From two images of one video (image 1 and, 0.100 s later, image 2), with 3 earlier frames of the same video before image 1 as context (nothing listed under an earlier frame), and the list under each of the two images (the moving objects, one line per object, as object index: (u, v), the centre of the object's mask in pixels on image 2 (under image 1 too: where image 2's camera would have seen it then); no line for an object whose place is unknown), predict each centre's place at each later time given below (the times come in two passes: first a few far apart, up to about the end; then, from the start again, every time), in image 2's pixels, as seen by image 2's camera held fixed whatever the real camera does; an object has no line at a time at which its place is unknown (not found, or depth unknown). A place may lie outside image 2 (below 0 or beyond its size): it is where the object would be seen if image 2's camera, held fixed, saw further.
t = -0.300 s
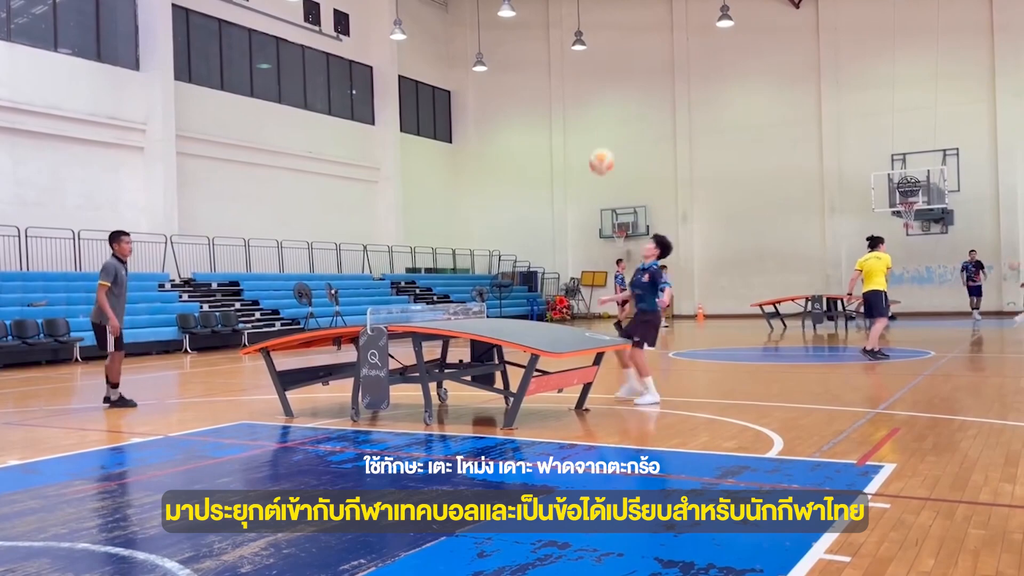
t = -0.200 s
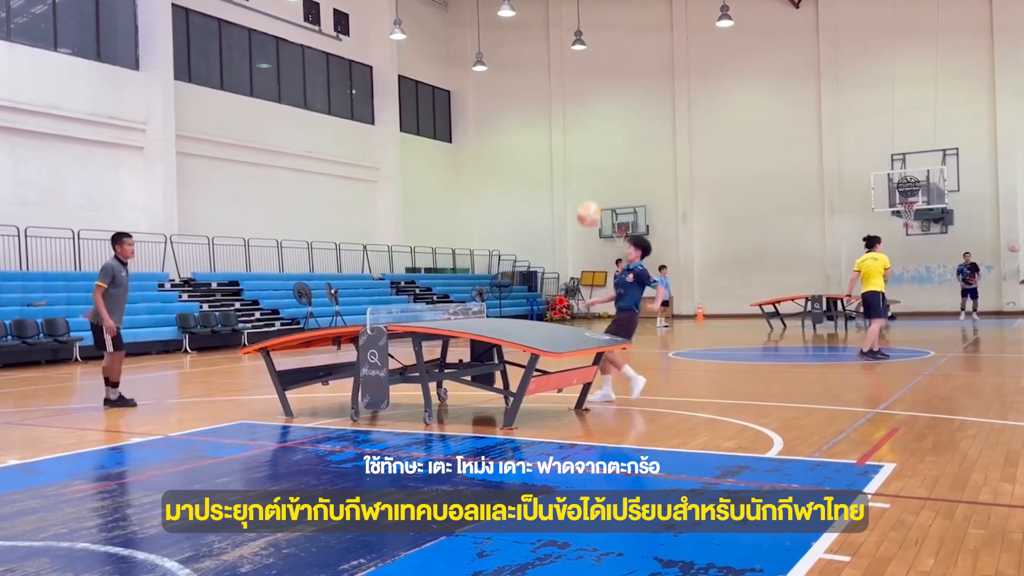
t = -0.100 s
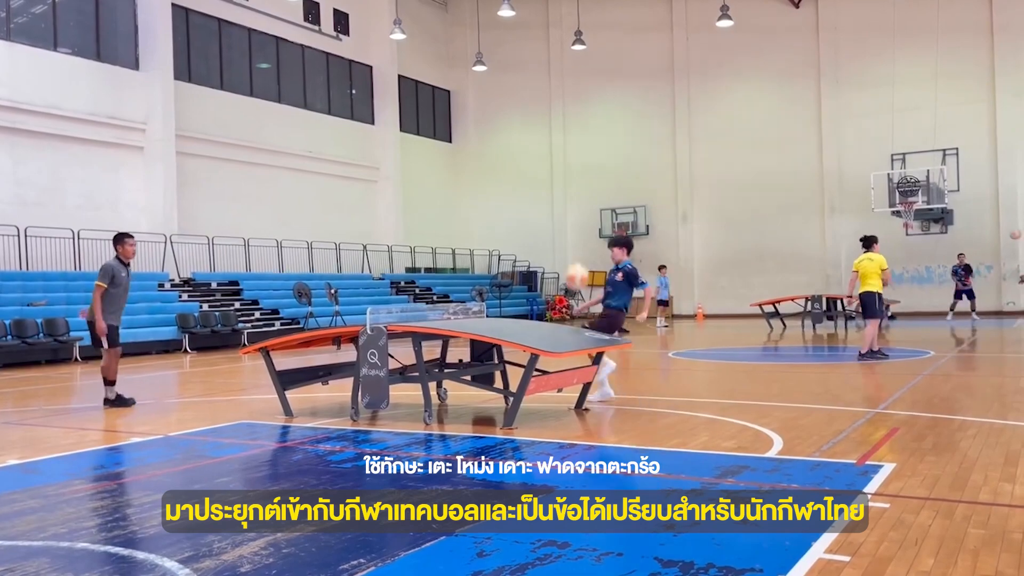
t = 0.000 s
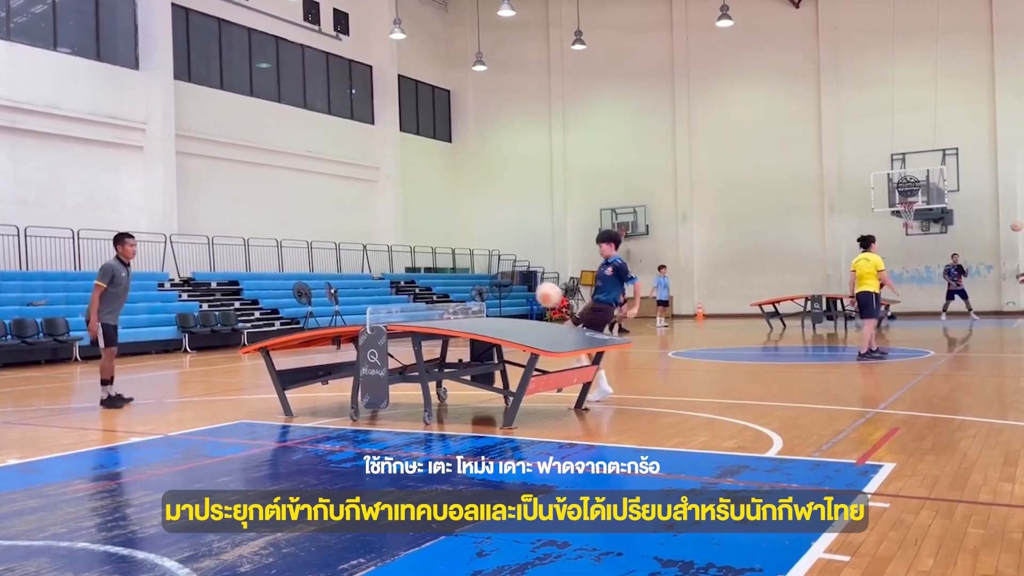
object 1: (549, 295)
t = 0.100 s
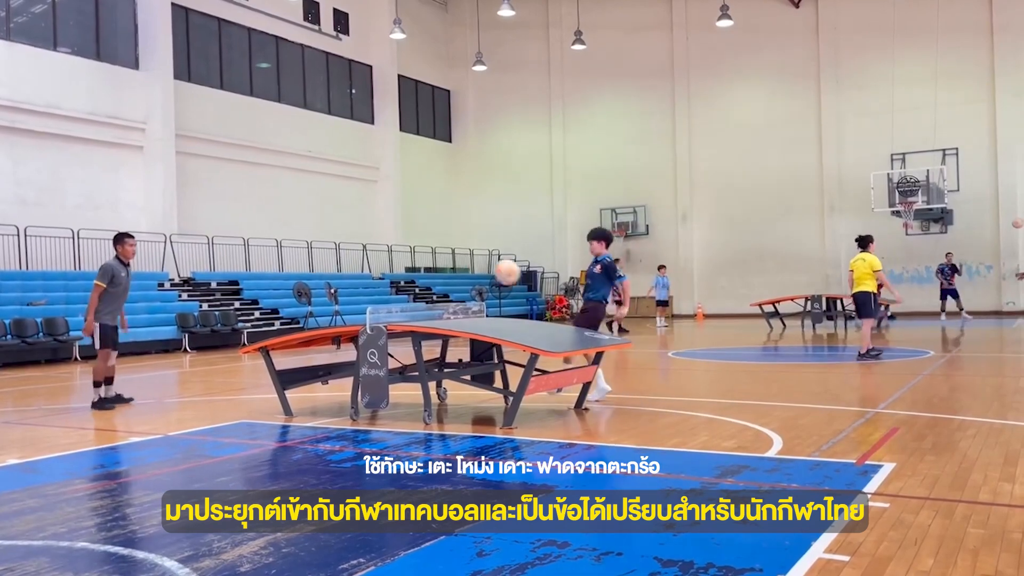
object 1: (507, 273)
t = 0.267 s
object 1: (440, 258)
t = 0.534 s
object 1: (337, 297)
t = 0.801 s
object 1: (237, 322)
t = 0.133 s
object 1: (493, 267)
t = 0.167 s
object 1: (480, 263)
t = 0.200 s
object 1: (467, 260)
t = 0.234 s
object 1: (453, 258)
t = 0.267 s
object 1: (440, 258)
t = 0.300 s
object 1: (427, 259)
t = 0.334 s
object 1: (414, 261)
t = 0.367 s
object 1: (401, 263)
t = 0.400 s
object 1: (388, 268)
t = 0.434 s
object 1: (375, 274)
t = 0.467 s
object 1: (362, 281)
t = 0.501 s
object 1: (350, 288)
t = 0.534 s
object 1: (337, 297)
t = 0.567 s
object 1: (325, 307)
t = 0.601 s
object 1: (312, 318)
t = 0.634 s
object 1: (299, 326)
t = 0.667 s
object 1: (287, 326)
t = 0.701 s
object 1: (275, 324)
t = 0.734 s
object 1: (262, 322)
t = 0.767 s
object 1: (250, 322)
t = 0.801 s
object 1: (237, 322)
